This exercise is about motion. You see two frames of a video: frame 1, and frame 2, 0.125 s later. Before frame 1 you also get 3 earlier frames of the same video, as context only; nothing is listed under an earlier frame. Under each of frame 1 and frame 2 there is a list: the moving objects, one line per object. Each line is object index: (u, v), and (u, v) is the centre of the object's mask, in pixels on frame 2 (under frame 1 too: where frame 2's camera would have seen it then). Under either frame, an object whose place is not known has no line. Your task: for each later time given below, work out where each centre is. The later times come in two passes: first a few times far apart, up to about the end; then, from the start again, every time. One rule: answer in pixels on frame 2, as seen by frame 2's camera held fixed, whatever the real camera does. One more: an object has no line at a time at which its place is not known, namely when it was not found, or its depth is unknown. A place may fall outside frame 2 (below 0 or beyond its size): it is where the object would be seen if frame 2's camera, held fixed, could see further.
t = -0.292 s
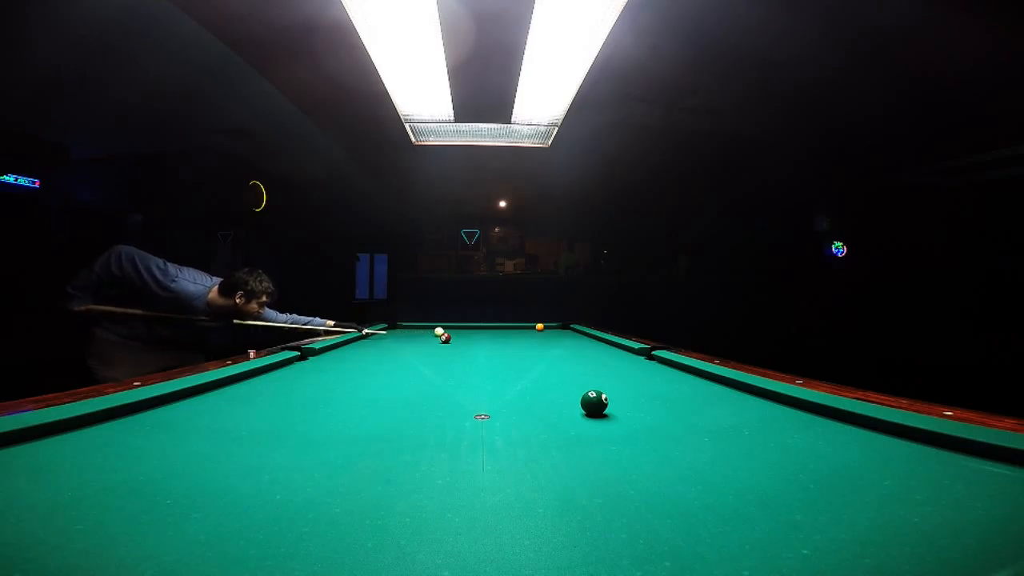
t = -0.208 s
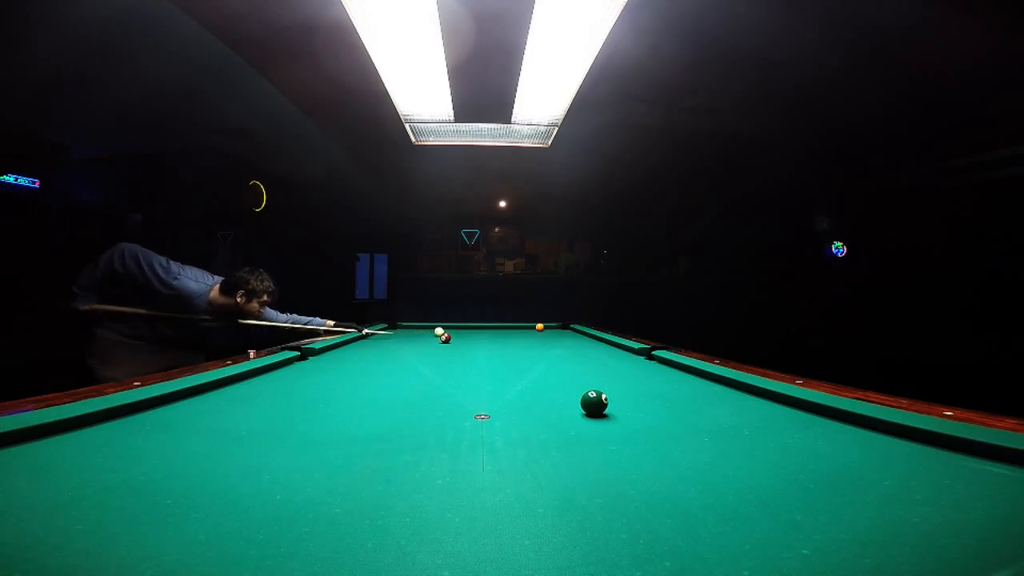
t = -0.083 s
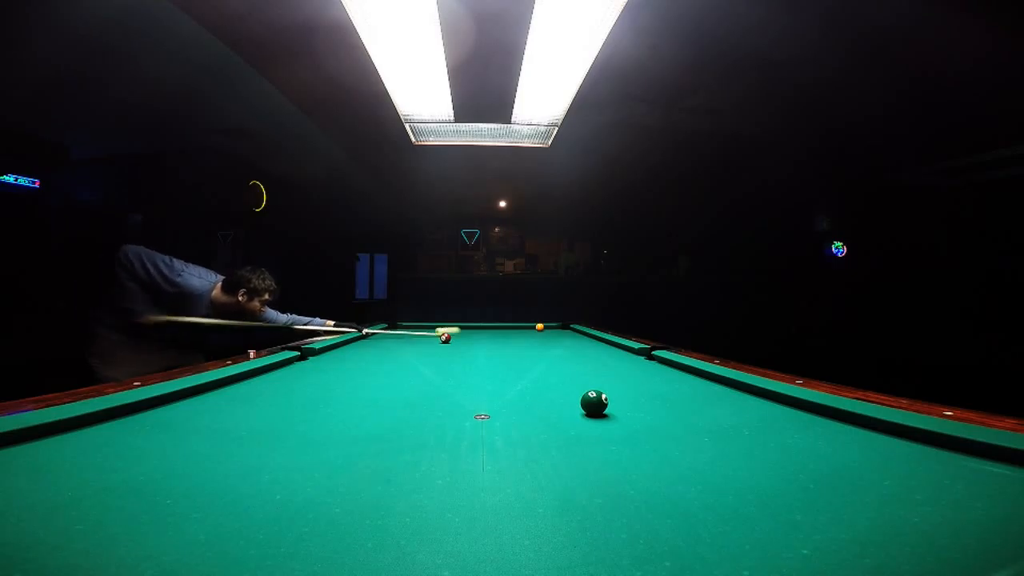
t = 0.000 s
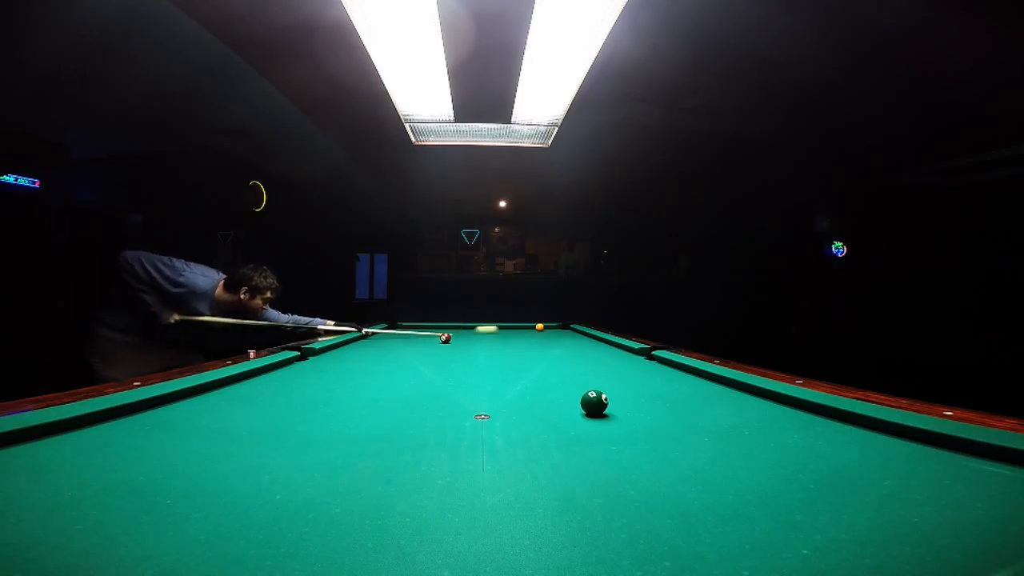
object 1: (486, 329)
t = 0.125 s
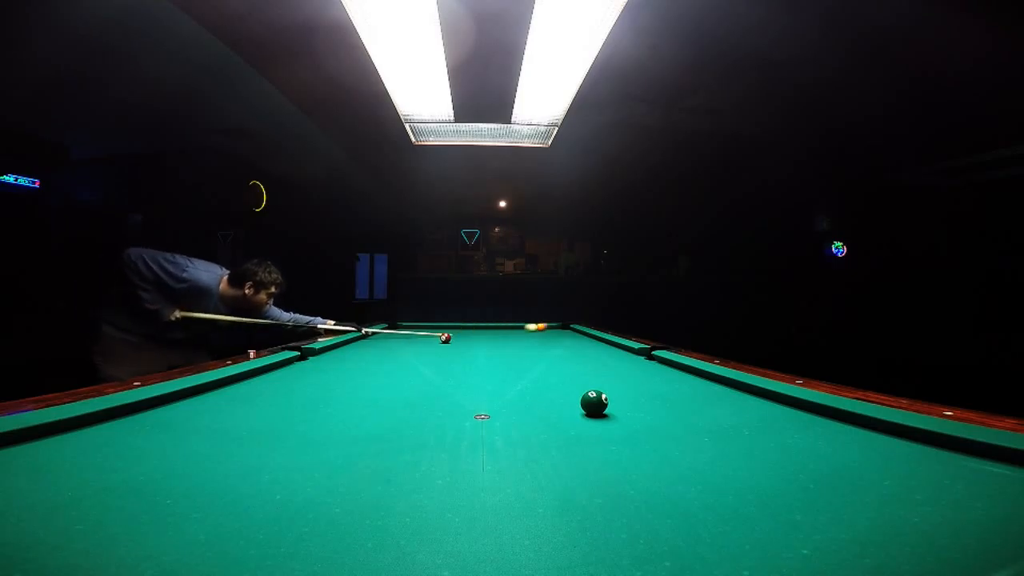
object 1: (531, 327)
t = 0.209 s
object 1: (533, 327)
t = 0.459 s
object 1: (529, 328)
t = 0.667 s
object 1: (525, 328)
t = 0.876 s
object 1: (522, 328)
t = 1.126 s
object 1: (519, 329)
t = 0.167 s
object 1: (533, 327)
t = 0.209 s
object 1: (533, 327)
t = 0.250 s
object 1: (532, 327)
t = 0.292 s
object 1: (531, 327)
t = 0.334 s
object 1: (531, 328)
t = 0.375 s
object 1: (530, 328)
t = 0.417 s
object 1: (529, 328)
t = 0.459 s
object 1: (529, 328)
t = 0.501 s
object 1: (528, 328)
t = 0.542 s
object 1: (527, 328)
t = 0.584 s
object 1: (526, 328)
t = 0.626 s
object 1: (526, 328)
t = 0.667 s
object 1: (525, 328)
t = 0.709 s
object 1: (525, 328)
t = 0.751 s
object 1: (524, 328)
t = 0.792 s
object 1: (523, 328)
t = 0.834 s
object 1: (523, 328)
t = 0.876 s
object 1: (522, 328)
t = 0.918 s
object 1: (522, 329)
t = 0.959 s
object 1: (521, 329)
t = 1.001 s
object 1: (521, 329)
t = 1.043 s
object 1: (520, 329)
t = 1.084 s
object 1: (519, 329)
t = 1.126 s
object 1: (519, 329)
